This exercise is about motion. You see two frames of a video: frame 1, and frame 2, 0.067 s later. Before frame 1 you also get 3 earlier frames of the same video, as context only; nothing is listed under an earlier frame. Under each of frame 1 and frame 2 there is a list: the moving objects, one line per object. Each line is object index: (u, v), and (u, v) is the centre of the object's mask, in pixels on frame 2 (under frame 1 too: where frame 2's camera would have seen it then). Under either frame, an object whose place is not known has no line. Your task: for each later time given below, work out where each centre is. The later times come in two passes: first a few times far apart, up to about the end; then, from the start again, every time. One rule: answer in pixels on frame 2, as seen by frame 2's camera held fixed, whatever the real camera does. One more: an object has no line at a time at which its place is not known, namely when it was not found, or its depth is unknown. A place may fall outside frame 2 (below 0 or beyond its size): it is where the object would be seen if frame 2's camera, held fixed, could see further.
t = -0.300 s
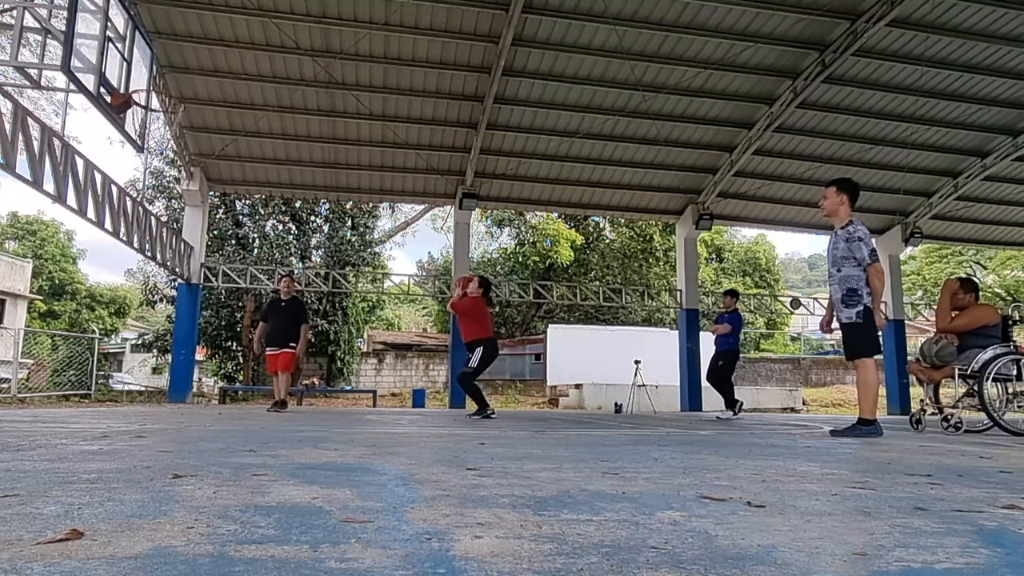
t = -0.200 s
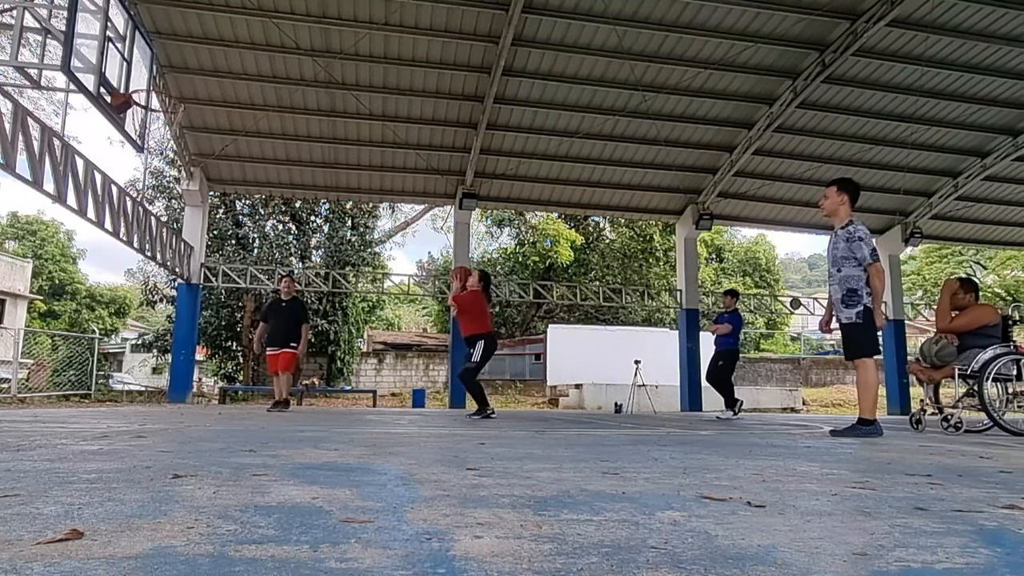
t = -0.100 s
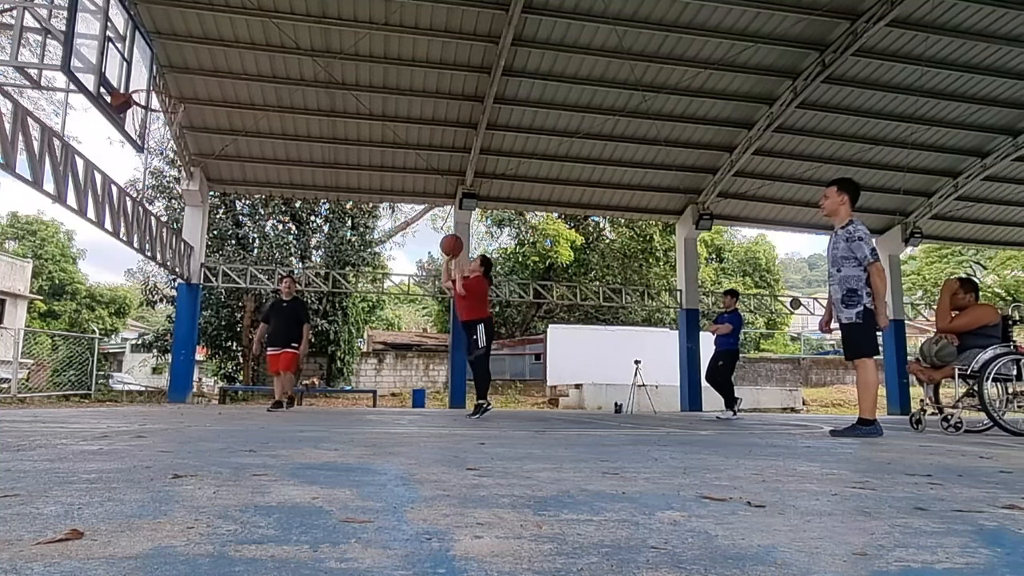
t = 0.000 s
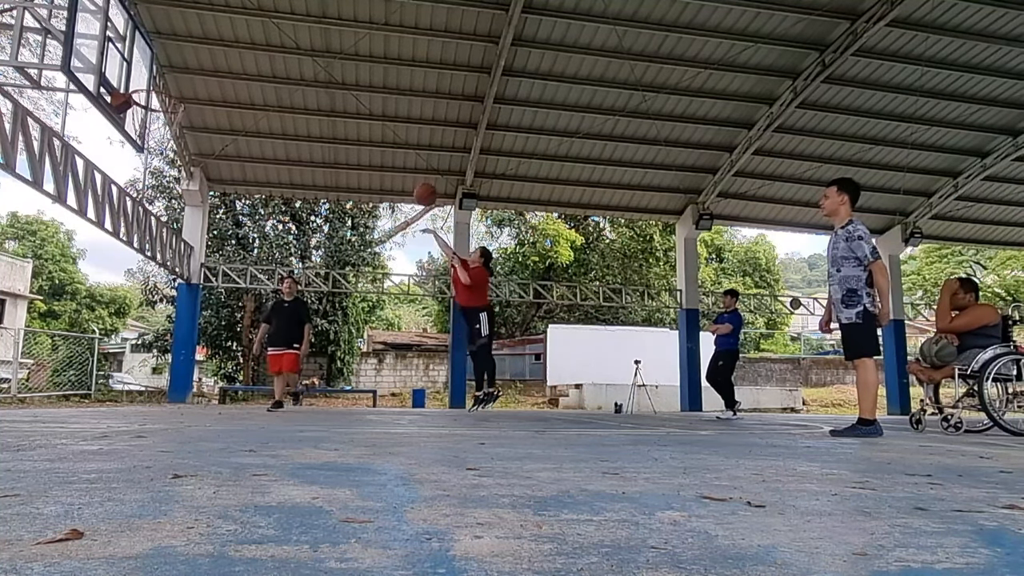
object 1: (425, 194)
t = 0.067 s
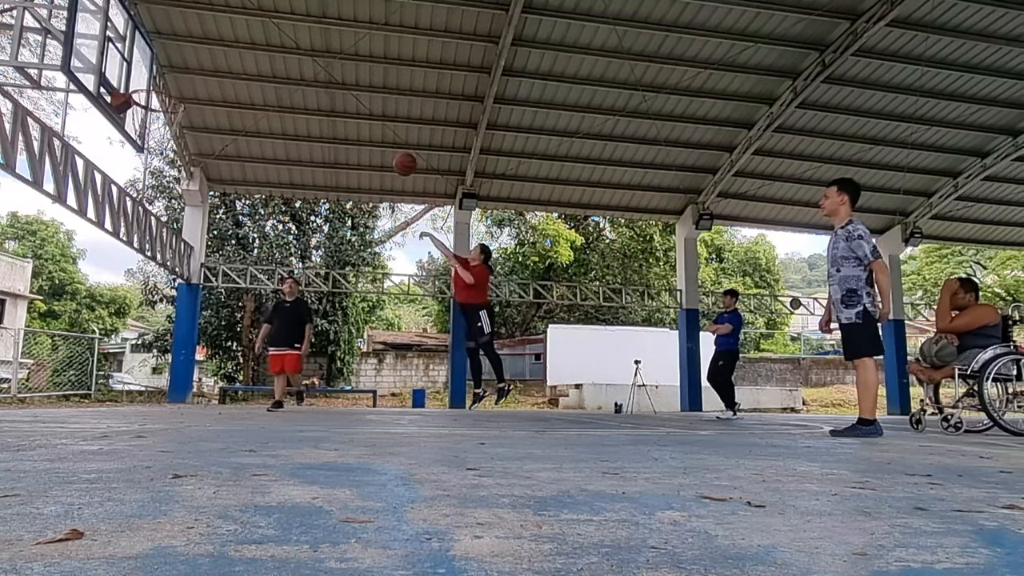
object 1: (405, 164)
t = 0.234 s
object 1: (353, 105)
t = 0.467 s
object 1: (276, 63)
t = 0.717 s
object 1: (188, 70)
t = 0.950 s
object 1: (164, 91)
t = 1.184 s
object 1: (131, 70)
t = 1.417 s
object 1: (160, 77)
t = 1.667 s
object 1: (184, 106)
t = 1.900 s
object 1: (202, 190)
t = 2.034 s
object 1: (212, 269)
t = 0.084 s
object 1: (400, 156)
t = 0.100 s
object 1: (394, 150)
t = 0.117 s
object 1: (390, 144)
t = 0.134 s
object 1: (384, 137)
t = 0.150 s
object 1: (380, 130)
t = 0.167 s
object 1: (374, 126)
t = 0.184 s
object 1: (368, 120)
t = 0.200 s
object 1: (363, 114)
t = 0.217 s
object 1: (358, 110)
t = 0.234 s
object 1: (353, 105)
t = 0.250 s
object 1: (347, 101)
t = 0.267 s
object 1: (341, 96)
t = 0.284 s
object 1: (336, 92)
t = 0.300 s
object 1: (331, 88)
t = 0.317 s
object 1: (326, 84)
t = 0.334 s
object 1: (320, 81)
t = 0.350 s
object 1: (314, 77)
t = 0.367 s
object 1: (309, 75)
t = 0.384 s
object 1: (304, 72)
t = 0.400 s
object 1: (298, 69)
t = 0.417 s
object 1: (293, 67)
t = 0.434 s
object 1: (287, 66)
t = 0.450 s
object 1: (282, 64)
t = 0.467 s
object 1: (276, 63)
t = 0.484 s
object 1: (271, 62)
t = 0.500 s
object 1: (265, 60)
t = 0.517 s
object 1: (259, 59)
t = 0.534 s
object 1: (254, 58)
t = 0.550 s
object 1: (248, 58)
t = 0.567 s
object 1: (242, 58)
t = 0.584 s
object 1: (236, 58)
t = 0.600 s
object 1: (230, 58)
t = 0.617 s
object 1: (224, 59)
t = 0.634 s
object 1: (218, 60)
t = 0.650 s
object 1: (213, 61)
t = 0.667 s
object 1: (206, 63)
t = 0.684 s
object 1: (200, 65)
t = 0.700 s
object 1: (195, 67)
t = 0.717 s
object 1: (188, 70)
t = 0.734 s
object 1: (182, 72)
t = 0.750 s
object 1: (175, 75)
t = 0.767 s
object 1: (170, 77)
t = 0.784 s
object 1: (163, 81)
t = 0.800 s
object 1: (157, 83)
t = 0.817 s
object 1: (150, 88)
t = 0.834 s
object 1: (143, 93)
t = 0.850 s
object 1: (148, 95)
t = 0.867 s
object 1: (156, 97)
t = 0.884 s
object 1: (164, 99)
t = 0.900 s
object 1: (171, 101)
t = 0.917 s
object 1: (171, 100)
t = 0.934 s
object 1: (168, 96)
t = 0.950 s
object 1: (164, 91)
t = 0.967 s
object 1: (160, 87)
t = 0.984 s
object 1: (156, 84)
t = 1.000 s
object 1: (152, 81)
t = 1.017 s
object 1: (148, 78)
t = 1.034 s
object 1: (144, 75)
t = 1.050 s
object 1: (140, 72)
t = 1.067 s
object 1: (135, 70)
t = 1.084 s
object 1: (131, 68)
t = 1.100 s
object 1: (127, 66)
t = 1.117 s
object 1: (123, 65)
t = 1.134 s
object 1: (124, 65)
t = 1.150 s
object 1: (126, 67)
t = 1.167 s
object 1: (129, 68)
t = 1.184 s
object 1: (131, 70)
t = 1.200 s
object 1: (134, 72)
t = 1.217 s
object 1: (136, 74)
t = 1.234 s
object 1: (139, 77)
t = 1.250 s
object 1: (140, 76)
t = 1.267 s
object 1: (142, 76)
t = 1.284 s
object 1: (144, 75)
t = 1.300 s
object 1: (146, 74)
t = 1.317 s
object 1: (149, 74)
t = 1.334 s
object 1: (150, 74)
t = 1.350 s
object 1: (152, 74)
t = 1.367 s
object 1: (154, 75)
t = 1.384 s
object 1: (156, 75)
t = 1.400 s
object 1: (158, 77)
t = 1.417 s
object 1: (160, 77)
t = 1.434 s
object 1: (161, 79)
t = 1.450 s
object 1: (163, 80)
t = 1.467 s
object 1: (164, 81)
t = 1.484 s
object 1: (166, 82)
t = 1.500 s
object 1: (167, 83)
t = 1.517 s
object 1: (169, 83)
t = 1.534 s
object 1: (170, 84)
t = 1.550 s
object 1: (172, 85)
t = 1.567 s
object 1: (173, 88)
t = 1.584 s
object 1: (176, 90)
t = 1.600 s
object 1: (177, 93)
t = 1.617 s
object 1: (179, 96)
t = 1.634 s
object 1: (180, 99)
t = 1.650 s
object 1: (183, 103)
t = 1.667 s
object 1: (184, 106)
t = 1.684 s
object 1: (184, 110)
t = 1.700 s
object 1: (186, 114)
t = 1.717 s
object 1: (188, 119)
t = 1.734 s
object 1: (189, 124)
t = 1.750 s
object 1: (189, 128)
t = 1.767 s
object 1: (192, 135)
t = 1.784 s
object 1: (193, 140)
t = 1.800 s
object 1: (194, 146)
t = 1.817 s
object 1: (196, 154)
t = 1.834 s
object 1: (197, 161)
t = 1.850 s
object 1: (198, 167)
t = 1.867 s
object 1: (199, 174)
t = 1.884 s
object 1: (201, 182)
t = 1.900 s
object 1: (202, 190)
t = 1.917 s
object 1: (204, 199)
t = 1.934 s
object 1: (205, 209)
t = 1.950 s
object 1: (206, 218)
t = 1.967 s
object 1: (207, 227)
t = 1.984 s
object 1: (209, 238)
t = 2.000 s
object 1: (210, 248)
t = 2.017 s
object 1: (211, 258)
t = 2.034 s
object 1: (212, 269)
